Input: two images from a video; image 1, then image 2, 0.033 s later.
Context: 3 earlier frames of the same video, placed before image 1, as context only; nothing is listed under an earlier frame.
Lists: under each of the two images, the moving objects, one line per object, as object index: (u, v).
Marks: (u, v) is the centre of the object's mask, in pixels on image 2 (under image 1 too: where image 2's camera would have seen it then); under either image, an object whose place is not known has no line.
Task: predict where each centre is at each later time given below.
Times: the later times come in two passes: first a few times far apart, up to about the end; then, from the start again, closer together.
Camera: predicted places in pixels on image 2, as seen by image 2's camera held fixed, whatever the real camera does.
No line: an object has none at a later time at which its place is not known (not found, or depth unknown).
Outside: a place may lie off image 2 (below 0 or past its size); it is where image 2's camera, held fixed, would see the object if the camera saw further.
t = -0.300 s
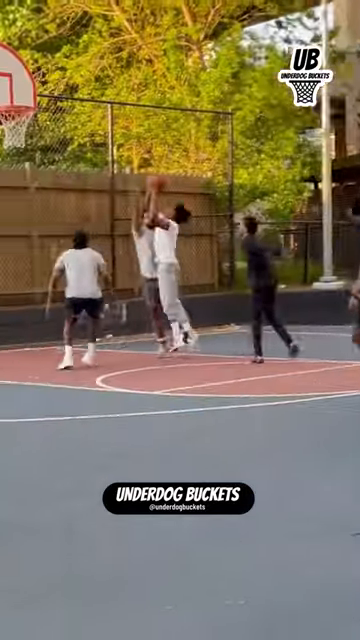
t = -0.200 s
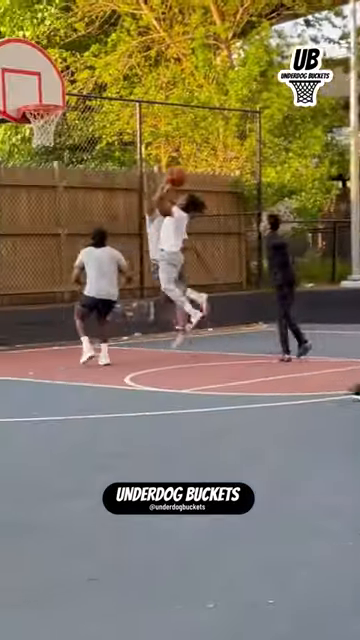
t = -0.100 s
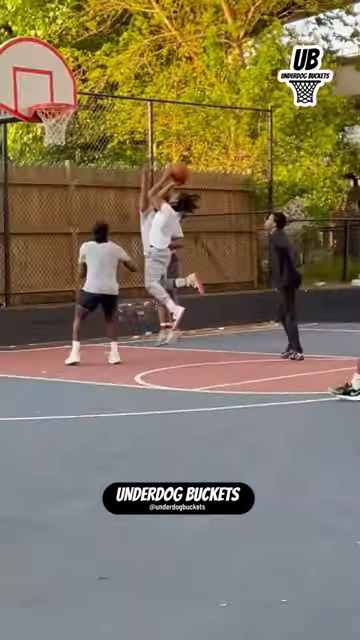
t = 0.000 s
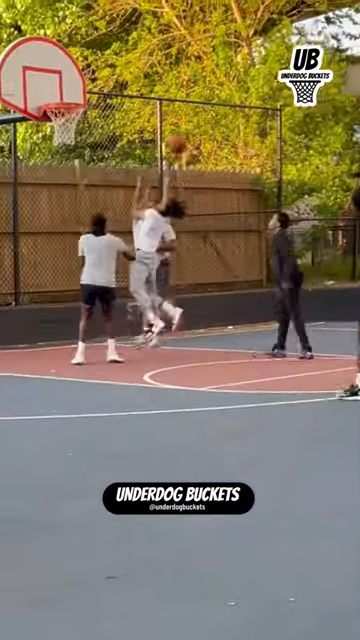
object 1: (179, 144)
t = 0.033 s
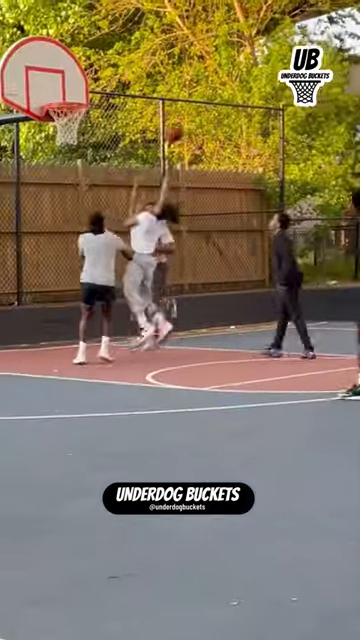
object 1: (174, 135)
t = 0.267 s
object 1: (134, 76)
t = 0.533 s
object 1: (92, 71)
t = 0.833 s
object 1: (52, 124)
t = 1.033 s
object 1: (55, 157)
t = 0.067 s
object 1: (168, 120)
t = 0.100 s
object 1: (163, 110)
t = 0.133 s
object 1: (155, 103)
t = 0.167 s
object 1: (151, 93)
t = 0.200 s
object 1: (145, 88)
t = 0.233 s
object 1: (138, 81)
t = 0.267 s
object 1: (134, 76)
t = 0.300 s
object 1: (128, 73)
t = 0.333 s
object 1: (123, 71)
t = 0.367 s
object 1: (118, 66)
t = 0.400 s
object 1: (114, 66)
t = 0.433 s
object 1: (107, 66)
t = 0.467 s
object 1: (100, 66)
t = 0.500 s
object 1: (97, 67)
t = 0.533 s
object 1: (92, 71)
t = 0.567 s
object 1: (86, 75)
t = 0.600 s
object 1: (82, 78)
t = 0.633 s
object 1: (77, 84)
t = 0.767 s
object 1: (53, 115)
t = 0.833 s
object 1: (52, 124)
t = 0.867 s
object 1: (55, 128)
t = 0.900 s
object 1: (55, 131)
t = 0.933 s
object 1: (55, 136)
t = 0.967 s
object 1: (56, 142)
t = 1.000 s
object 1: (56, 150)
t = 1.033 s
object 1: (55, 157)
